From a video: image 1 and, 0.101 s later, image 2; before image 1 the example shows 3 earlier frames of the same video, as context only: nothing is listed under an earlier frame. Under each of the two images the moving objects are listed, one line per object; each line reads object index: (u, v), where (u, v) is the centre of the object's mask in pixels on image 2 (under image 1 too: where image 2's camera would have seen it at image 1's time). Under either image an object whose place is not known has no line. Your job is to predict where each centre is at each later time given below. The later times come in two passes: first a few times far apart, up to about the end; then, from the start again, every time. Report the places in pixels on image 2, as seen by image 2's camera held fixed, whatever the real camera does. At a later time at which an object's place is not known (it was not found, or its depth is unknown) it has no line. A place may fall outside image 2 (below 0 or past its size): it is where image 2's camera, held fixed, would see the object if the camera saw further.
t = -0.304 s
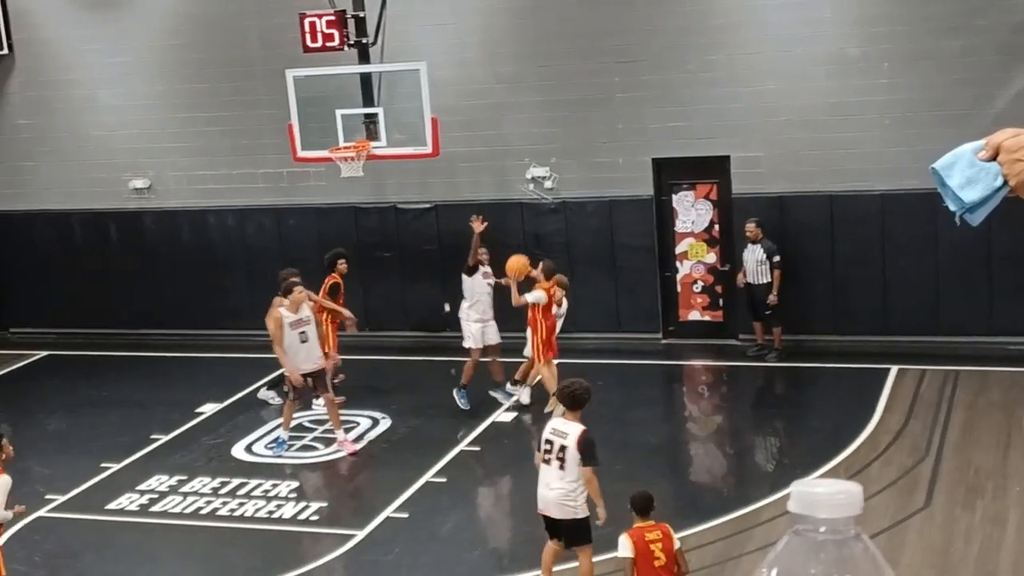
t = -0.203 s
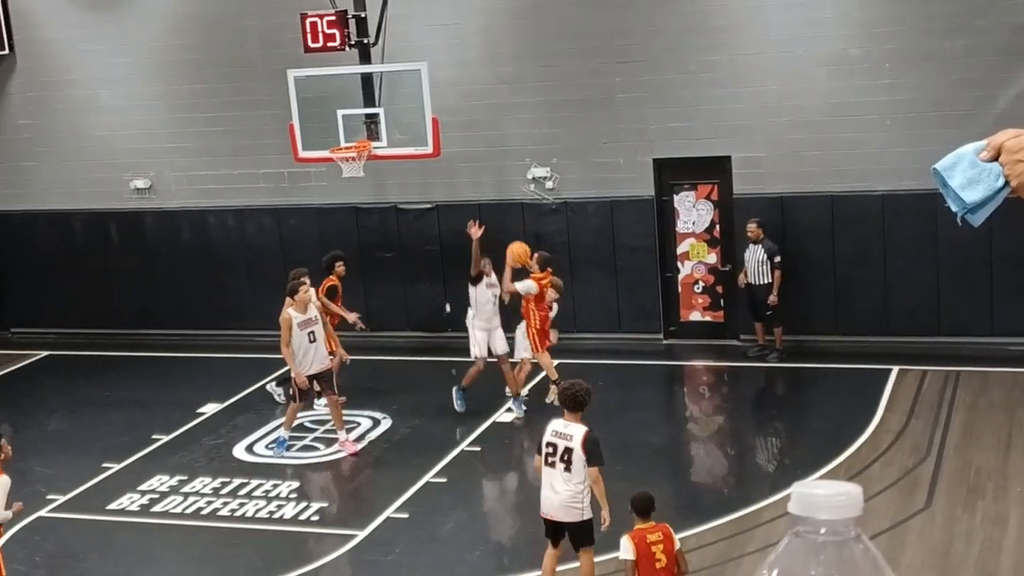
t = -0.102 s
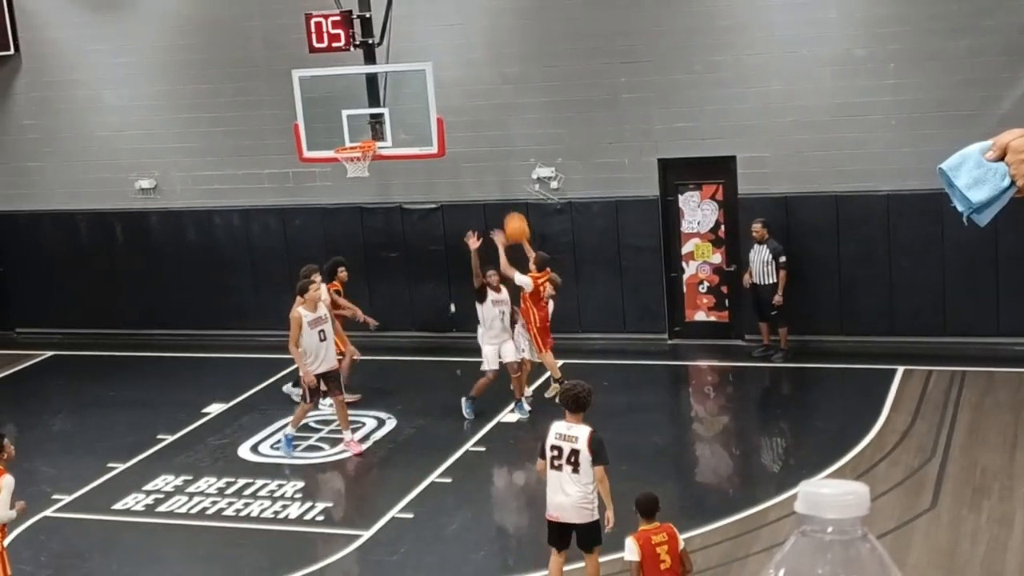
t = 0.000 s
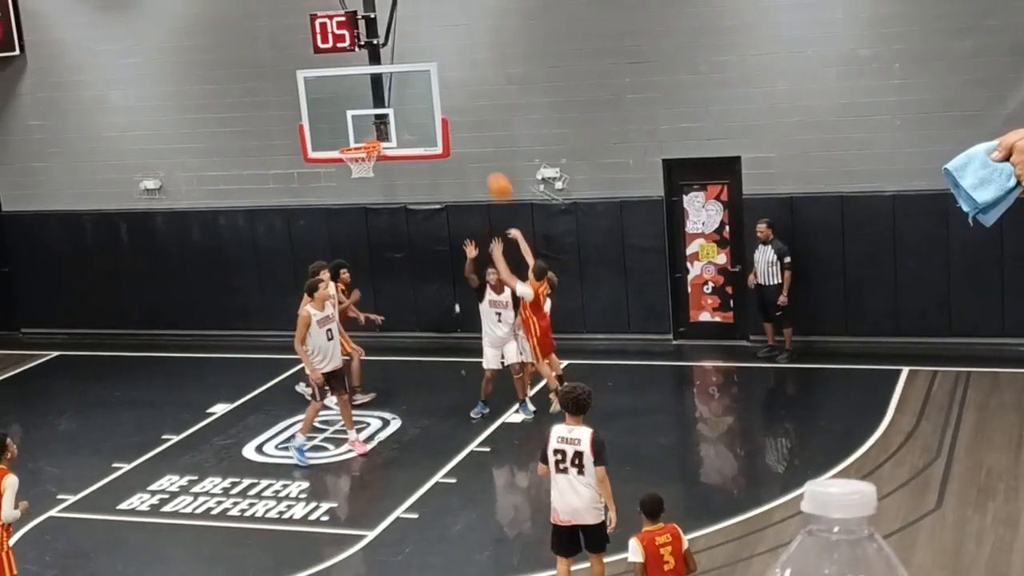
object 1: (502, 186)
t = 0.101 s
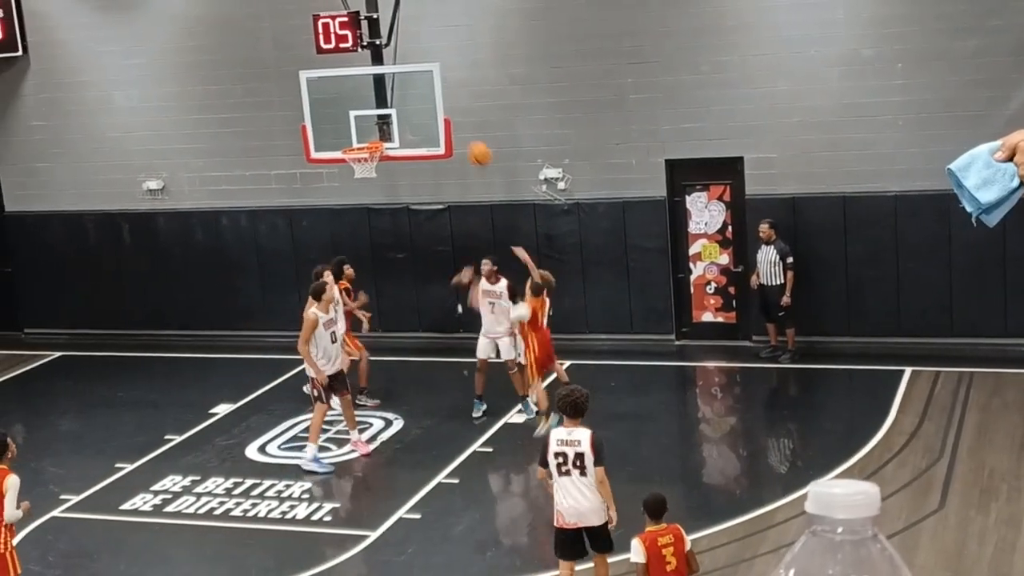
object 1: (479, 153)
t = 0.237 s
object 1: (451, 124)
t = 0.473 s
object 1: (403, 114)
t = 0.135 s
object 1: (472, 144)
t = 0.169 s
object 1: (464, 136)
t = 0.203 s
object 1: (457, 130)
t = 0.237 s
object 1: (451, 124)
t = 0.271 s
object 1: (444, 119)
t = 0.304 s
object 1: (438, 115)
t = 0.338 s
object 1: (431, 113)
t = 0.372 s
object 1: (419, 110)
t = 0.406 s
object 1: (413, 111)
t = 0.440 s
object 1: (408, 112)
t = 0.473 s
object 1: (403, 114)
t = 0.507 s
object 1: (397, 117)
